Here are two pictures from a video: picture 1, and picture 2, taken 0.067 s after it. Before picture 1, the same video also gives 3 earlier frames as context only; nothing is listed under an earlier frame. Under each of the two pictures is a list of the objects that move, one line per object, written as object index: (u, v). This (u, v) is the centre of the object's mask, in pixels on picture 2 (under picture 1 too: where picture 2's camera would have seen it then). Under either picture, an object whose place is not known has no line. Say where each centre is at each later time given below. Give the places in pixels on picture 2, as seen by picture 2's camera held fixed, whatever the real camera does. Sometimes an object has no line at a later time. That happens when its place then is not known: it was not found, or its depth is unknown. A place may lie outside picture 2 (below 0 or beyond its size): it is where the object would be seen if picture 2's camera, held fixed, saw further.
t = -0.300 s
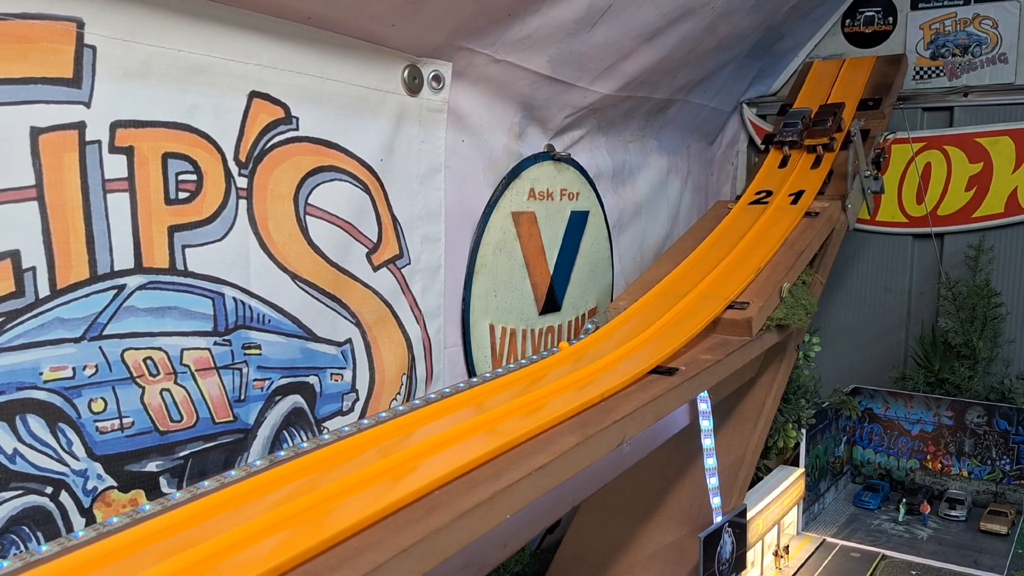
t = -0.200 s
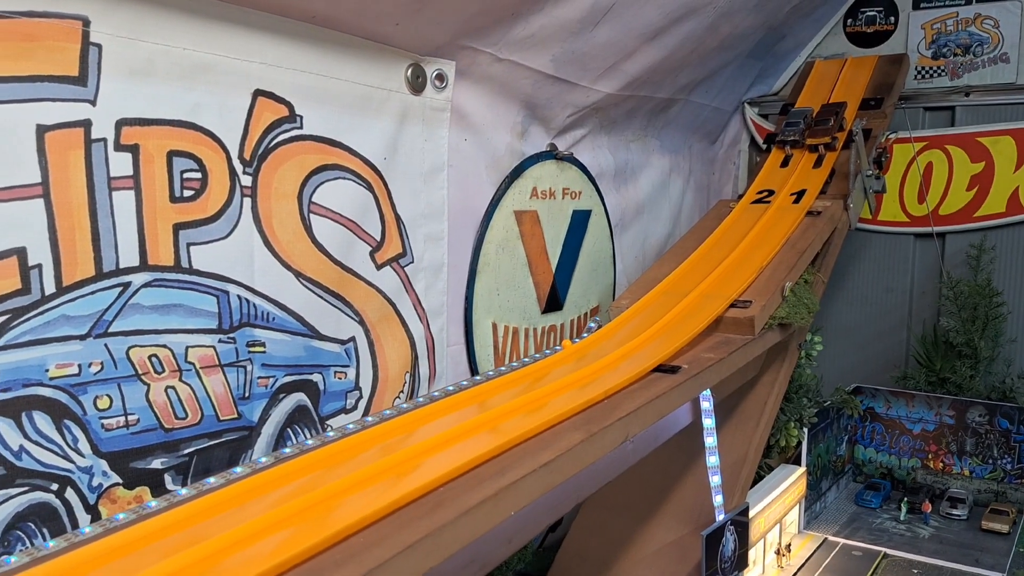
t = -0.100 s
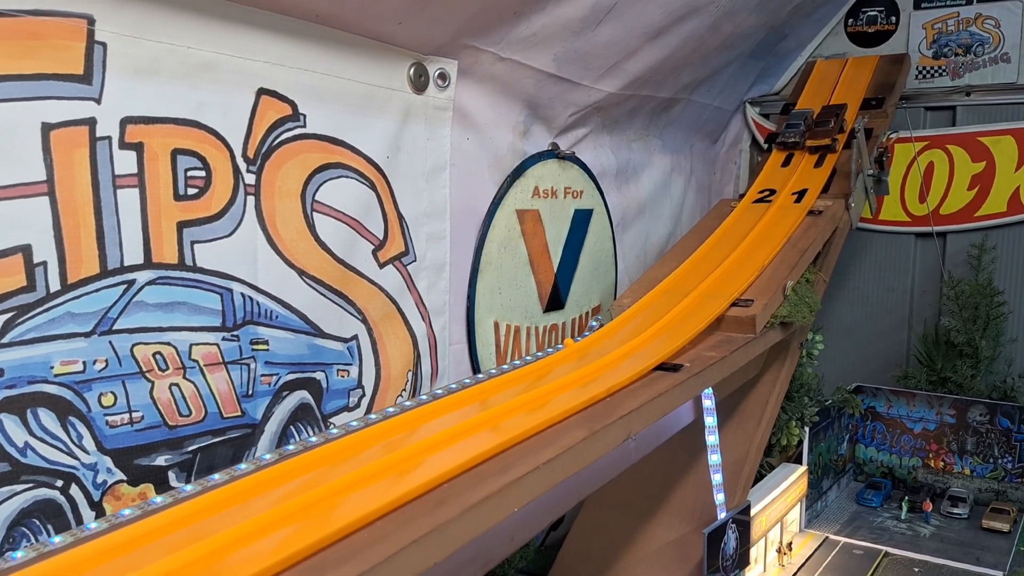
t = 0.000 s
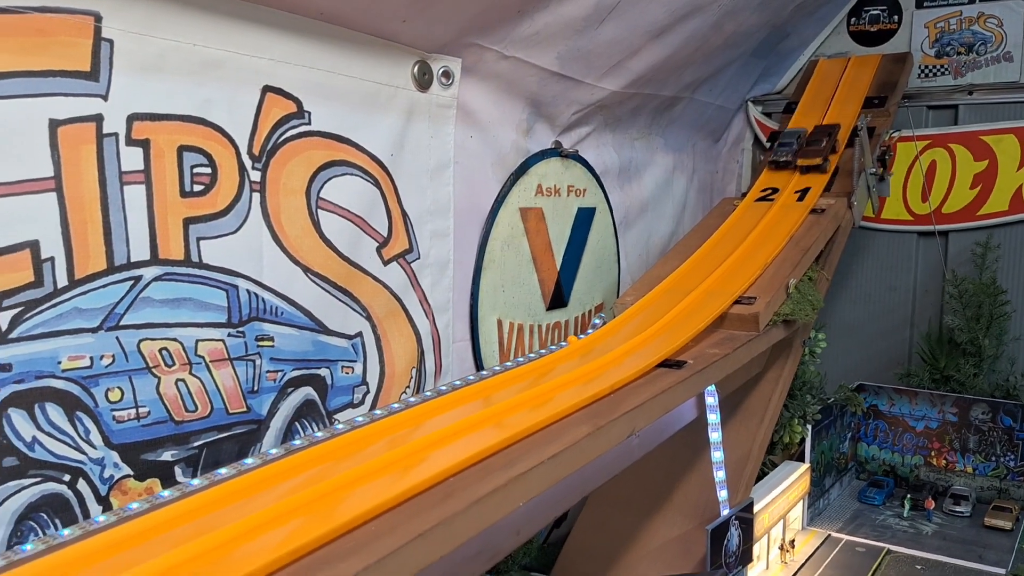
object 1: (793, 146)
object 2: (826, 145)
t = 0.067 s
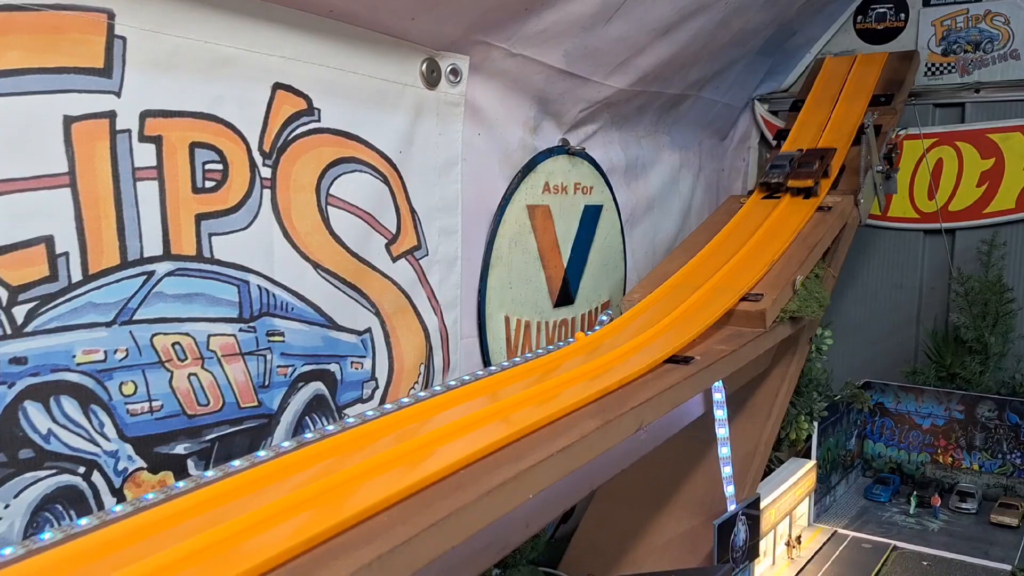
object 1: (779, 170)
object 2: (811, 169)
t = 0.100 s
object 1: (768, 186)
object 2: (801, 185)
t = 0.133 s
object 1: (756, 202)
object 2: (791, 201)
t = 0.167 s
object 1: (741, 219)
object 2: (778, 218)
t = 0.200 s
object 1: (723, 237)
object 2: (762, 236)
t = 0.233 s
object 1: (702, 256)
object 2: (743, 255)
